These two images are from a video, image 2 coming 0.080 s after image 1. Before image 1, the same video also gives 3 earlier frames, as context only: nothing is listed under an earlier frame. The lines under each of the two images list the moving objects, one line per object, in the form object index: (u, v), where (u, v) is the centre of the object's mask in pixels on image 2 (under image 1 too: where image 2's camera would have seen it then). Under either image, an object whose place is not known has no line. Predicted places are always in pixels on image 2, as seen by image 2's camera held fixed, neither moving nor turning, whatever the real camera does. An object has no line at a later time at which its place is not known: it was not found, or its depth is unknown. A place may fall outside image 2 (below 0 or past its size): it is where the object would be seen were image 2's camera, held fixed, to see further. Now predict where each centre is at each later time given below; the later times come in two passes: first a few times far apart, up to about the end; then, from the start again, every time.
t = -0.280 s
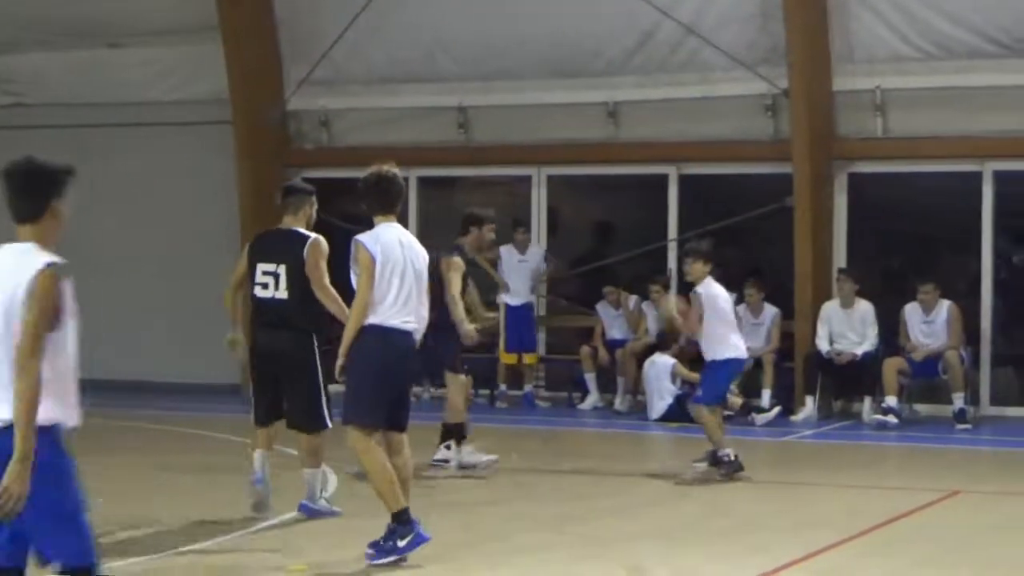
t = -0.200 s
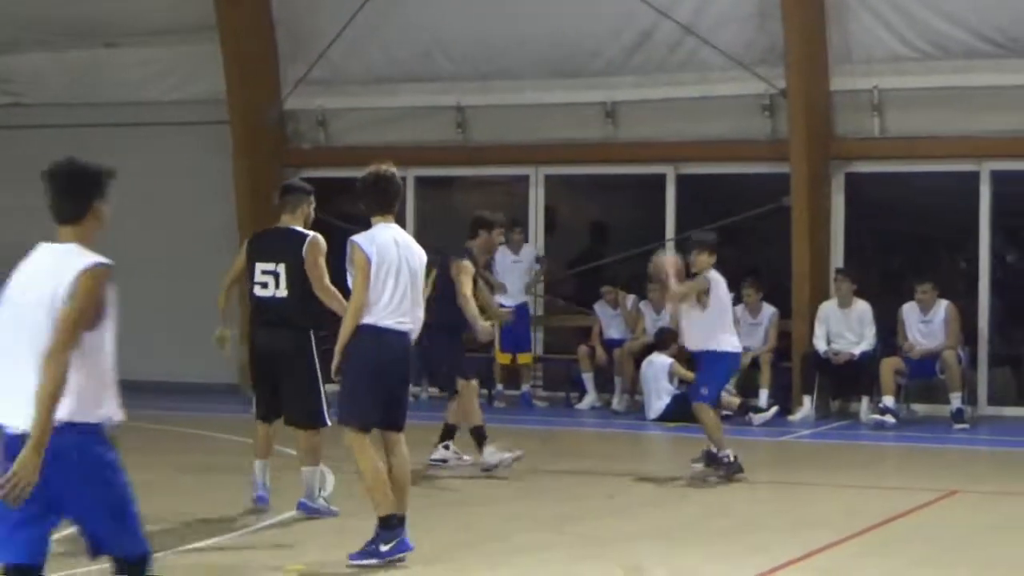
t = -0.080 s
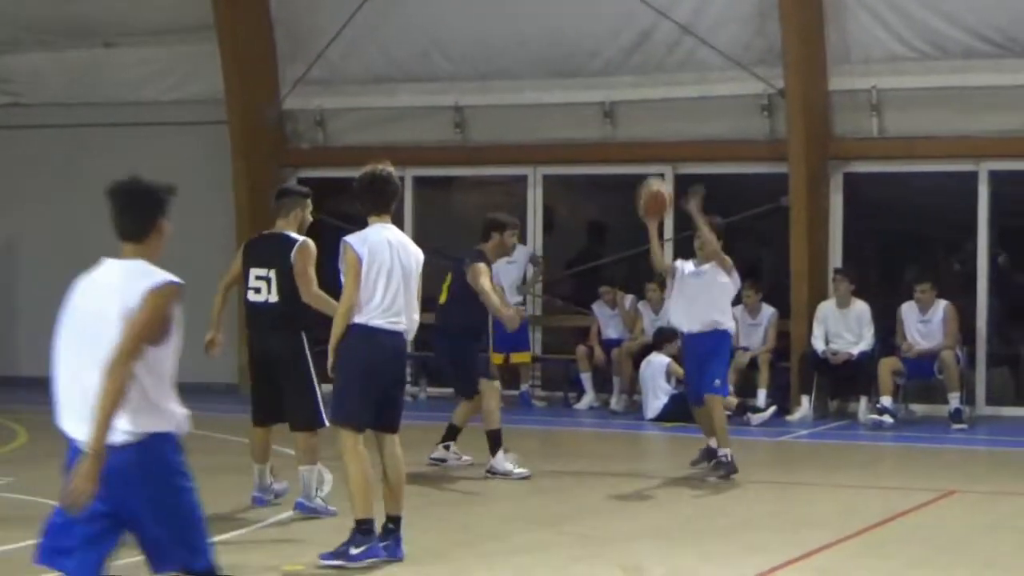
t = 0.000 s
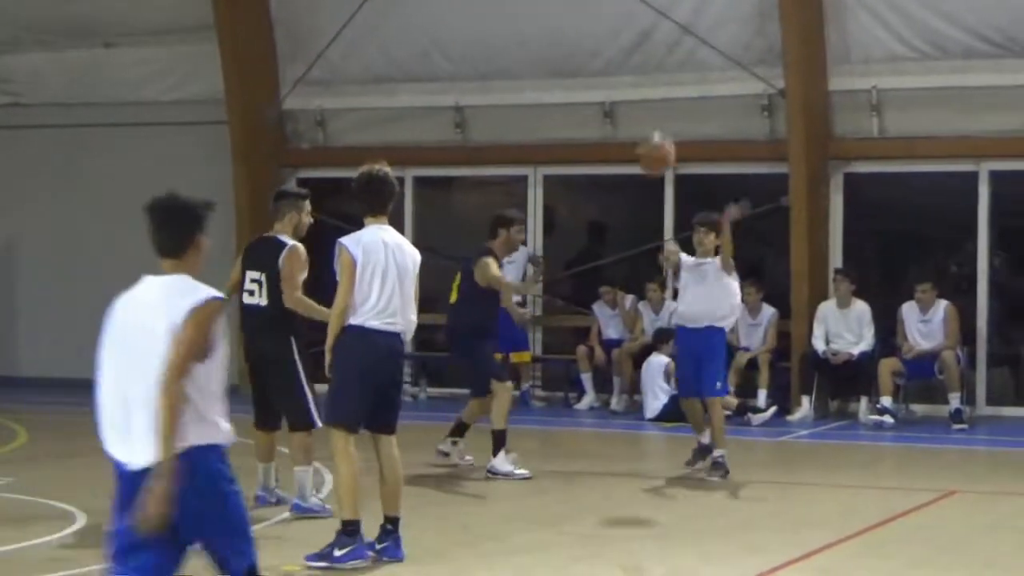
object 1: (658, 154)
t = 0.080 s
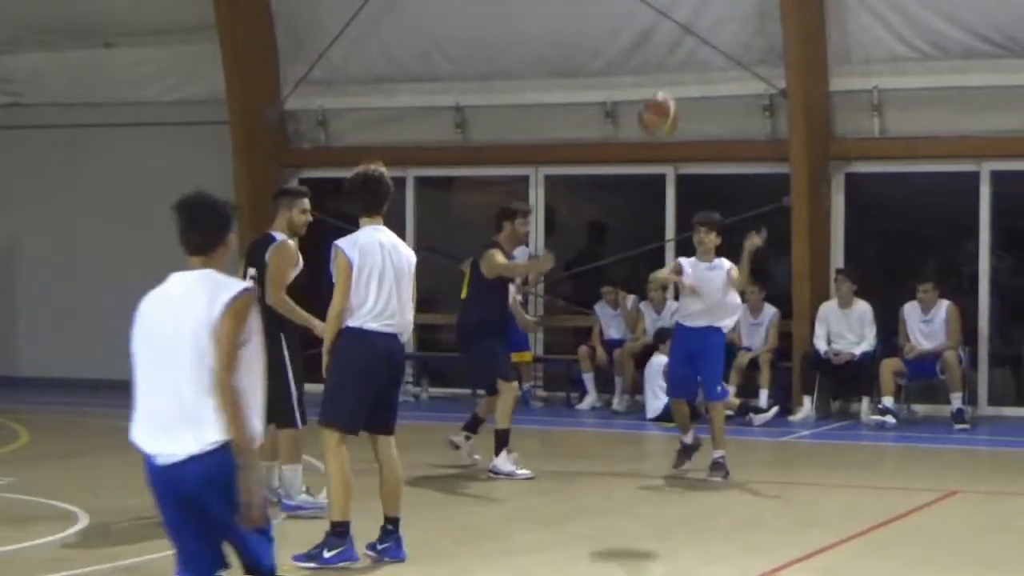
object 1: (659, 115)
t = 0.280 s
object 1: (666, 51)
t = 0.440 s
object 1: (676, 47)
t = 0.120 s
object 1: (659, 97)
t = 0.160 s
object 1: (661, 82)
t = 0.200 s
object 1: (662, 70)
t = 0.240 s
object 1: (665, 59)
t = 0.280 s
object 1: (666, 51)
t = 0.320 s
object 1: (668, 46)
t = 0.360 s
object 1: (670, 43)
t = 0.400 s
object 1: (673, 43)
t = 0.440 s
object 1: (676, 47)
